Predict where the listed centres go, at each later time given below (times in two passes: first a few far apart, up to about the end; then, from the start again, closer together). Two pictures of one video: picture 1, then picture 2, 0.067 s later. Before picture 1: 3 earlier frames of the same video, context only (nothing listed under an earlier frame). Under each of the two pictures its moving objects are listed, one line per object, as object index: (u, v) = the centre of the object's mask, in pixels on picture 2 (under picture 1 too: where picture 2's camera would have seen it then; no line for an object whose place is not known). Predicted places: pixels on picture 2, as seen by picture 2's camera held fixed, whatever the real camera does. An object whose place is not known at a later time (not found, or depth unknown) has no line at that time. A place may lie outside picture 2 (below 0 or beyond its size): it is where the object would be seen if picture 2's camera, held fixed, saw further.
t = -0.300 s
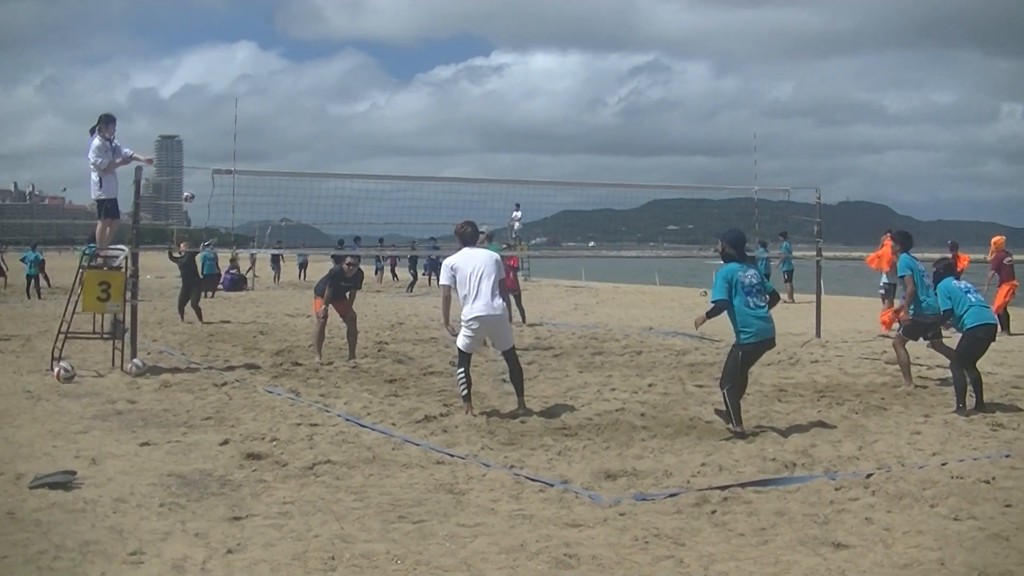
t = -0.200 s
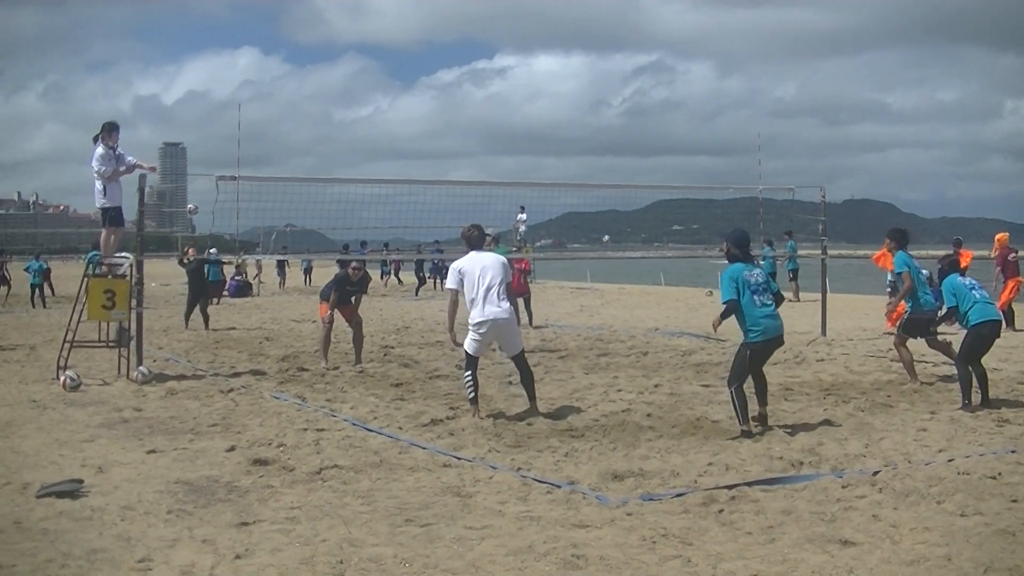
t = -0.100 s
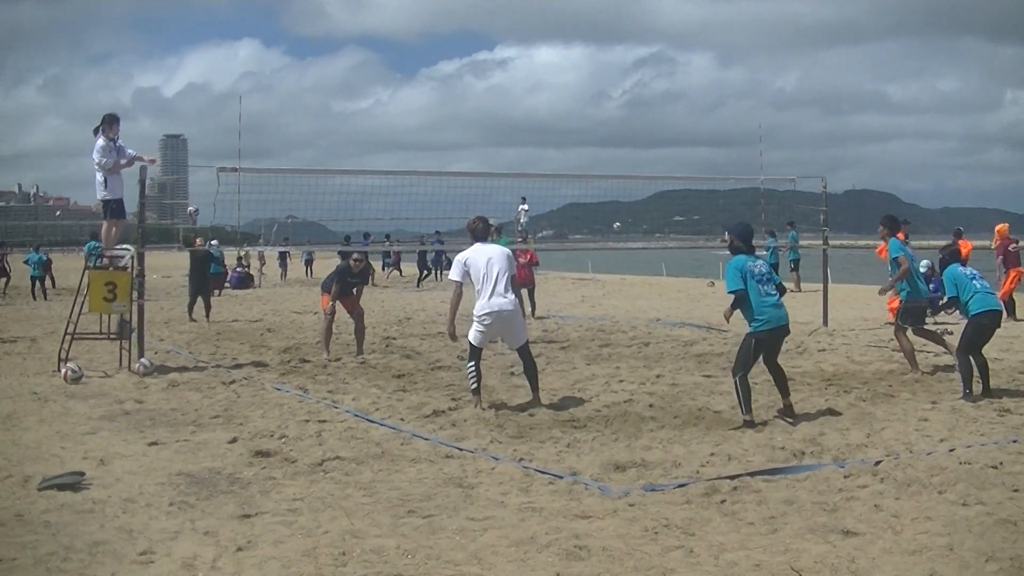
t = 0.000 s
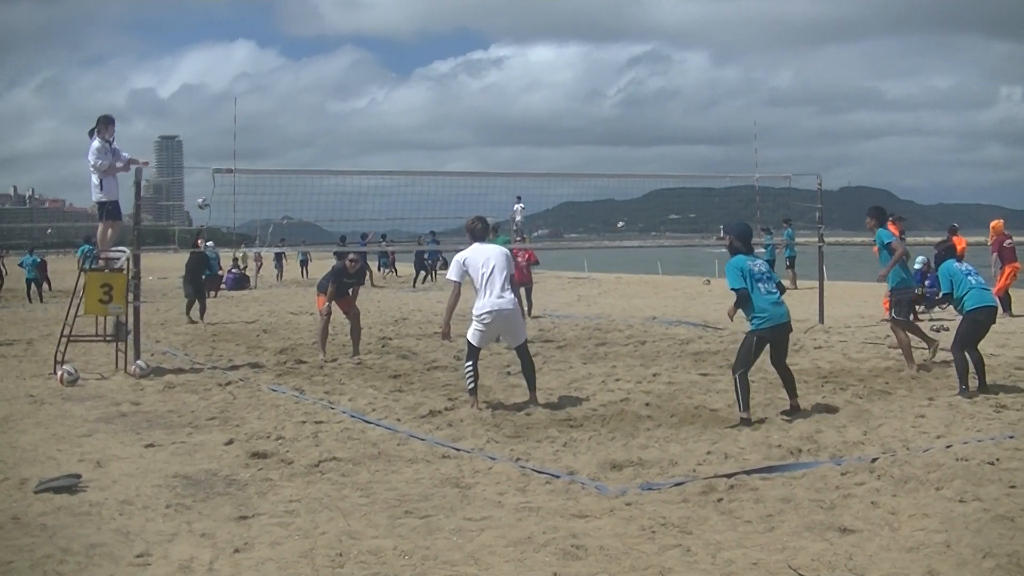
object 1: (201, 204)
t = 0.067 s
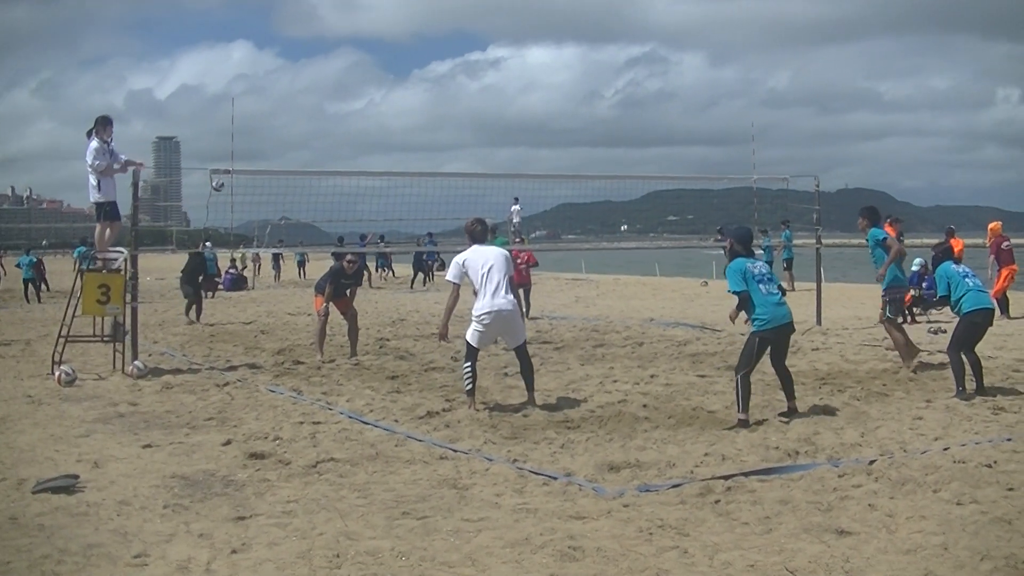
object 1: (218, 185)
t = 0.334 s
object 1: (299, 129)
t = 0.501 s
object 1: (357, 113)
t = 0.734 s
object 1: (452, 123)
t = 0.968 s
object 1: (567, 182)
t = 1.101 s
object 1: (643, 242)
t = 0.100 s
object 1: (227, 176)
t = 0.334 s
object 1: (299, 129)
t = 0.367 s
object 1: (311, 126)
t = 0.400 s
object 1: (322, 122)
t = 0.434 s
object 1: (334, 118)
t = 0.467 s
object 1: (344, 115)
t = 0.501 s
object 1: (357, 113)
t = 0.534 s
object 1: (370, 111)
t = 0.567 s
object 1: (383, 111)
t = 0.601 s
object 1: (396, 111)
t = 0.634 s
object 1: (409, 113)
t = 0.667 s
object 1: (424, 116)
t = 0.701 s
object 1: (438, 118)
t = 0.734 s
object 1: (452, 123)
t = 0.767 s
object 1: (467, 128)
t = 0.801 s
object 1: (483, 134)
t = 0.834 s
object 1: (499, 141)
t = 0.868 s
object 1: (515, 150)
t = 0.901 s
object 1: (532, 159)
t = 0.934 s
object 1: (550, 170)
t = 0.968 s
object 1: (567, 182)
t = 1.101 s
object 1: (643, 242)
